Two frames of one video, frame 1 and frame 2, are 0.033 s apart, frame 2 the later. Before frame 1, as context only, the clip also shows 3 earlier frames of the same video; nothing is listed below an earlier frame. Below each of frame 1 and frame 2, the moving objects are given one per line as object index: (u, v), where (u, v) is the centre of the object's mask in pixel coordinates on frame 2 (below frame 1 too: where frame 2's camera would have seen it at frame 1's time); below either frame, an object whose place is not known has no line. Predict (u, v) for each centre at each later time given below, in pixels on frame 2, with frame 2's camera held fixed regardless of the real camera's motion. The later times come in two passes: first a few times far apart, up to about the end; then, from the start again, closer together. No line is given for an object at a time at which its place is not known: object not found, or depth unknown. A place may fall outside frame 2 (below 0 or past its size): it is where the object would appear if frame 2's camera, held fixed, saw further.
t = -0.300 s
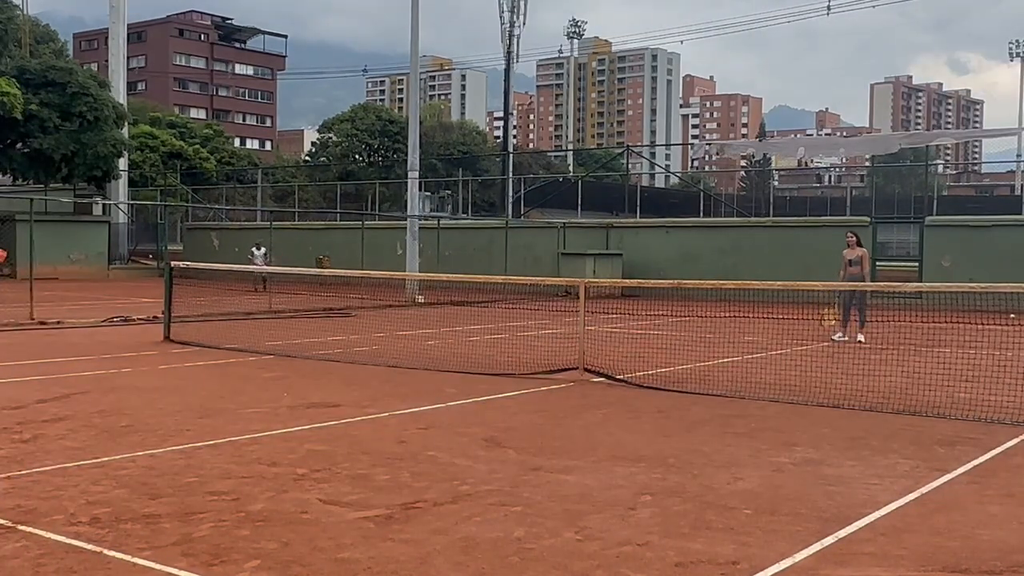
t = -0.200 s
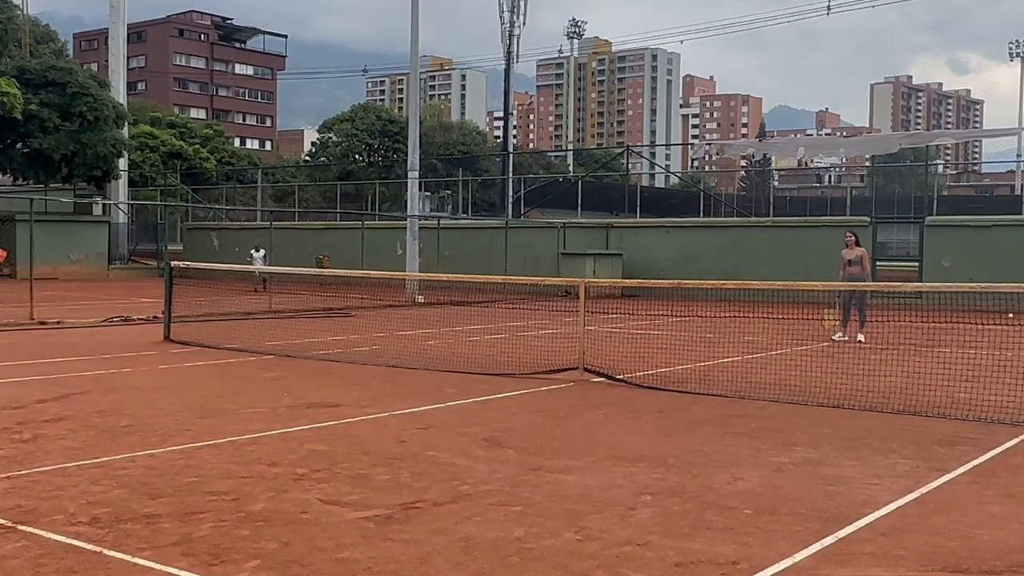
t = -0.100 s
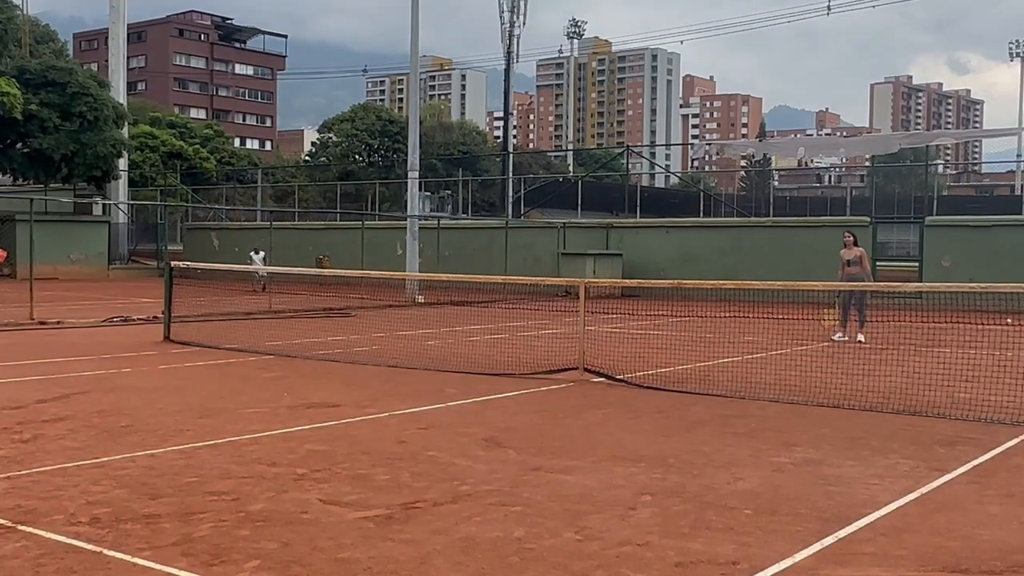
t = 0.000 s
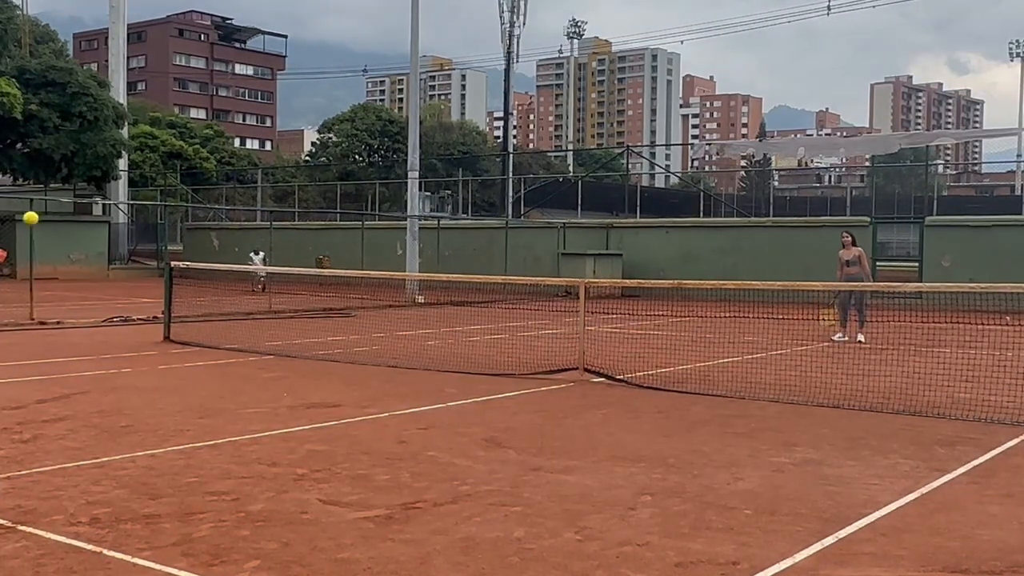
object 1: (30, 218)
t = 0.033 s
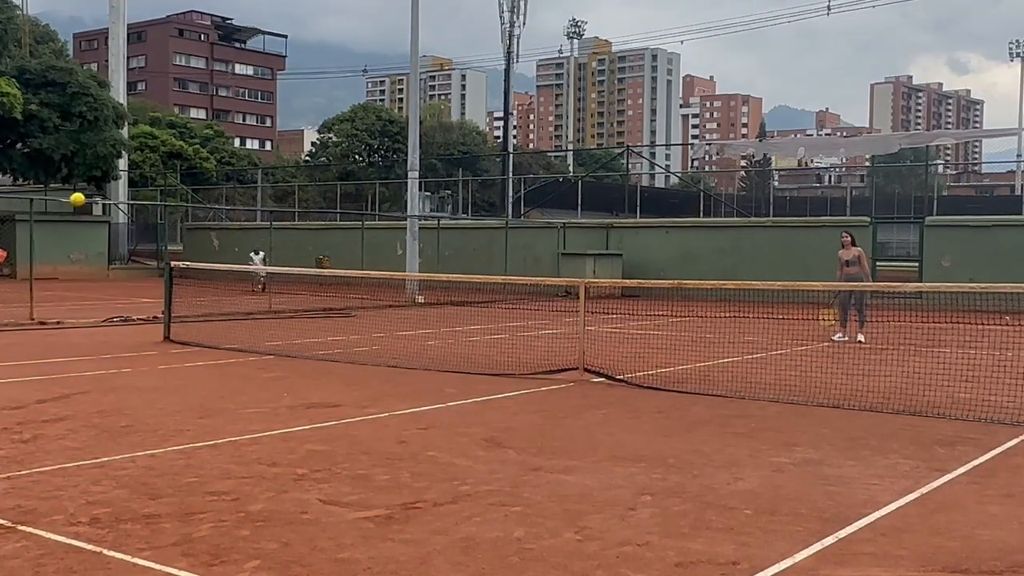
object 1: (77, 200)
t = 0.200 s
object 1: (257, 151)
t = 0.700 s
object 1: (530, 240)
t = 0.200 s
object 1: (257, 151)
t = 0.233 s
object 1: (284, 148)
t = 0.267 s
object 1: (311, 149)
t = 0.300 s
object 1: (334, 149)
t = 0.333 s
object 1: (356, 152)
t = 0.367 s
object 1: (377, 155)
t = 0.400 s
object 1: (397, 159)
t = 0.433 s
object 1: (415, 166)
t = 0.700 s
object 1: (530, 240)
